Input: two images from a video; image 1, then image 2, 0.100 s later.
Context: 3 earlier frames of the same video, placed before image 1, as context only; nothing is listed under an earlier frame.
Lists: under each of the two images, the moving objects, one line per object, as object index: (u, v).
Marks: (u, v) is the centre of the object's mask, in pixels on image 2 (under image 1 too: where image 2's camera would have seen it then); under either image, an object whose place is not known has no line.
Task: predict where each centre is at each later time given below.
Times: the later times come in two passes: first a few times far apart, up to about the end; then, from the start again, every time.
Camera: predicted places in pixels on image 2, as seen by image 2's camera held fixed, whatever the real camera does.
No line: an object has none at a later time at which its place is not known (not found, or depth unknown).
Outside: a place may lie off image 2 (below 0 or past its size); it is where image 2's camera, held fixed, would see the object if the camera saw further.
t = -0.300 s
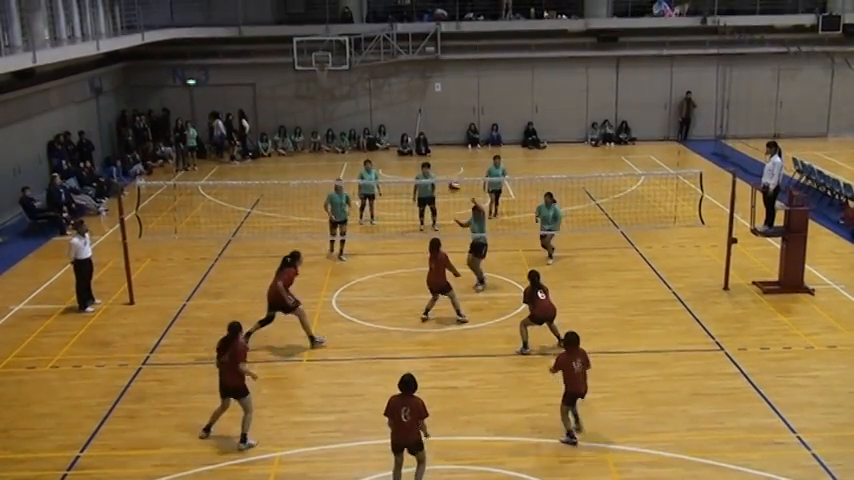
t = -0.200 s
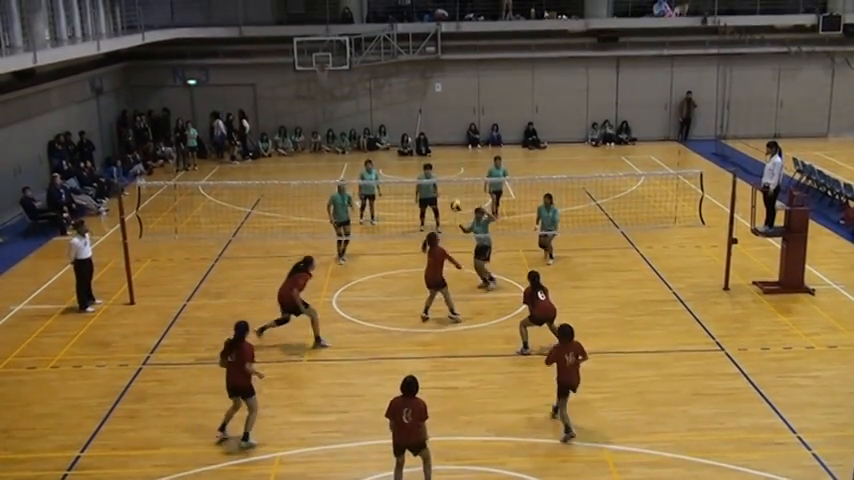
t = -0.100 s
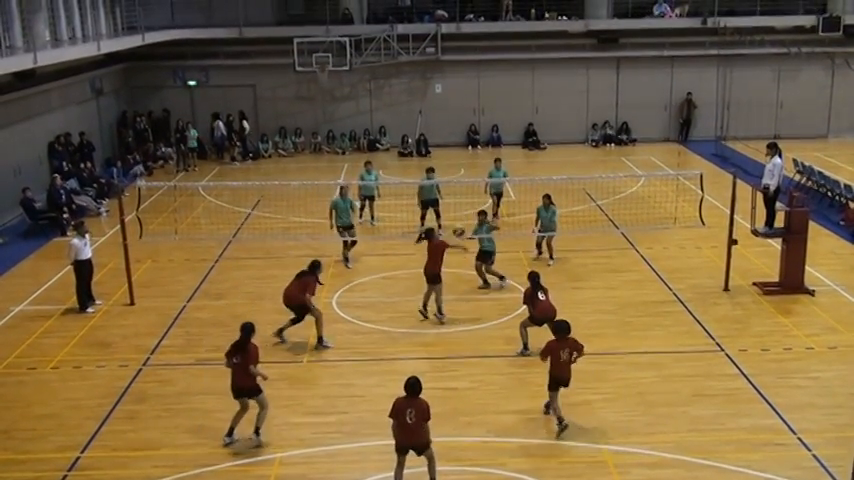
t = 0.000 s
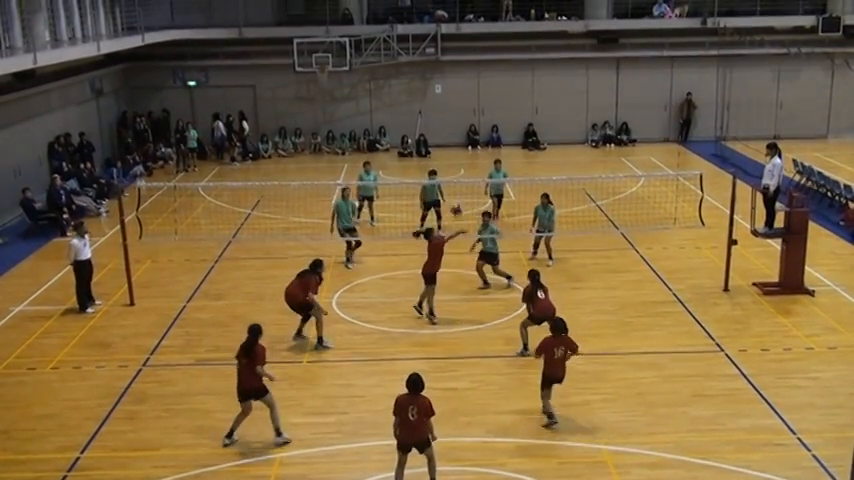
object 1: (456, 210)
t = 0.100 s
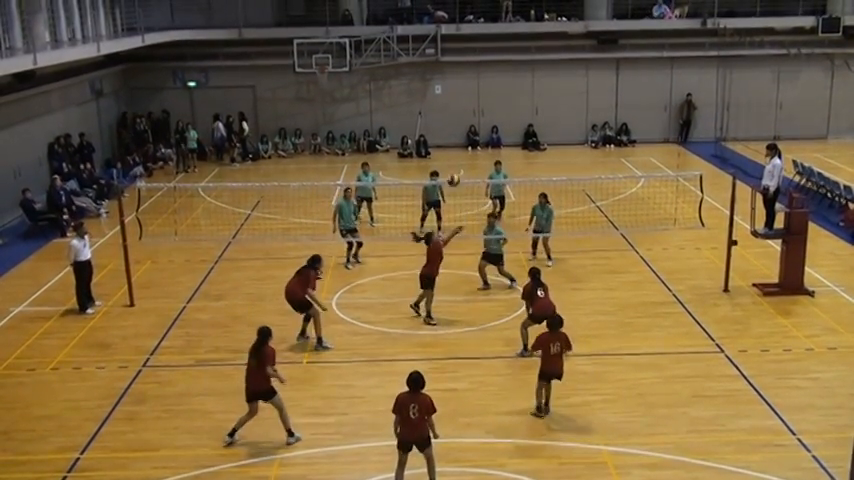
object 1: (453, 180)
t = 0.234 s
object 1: (450, 149)
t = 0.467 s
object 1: (445, 118)
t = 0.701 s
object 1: (438, 120)
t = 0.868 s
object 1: (436, 142)
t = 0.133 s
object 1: (452, 171)
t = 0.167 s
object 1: (451, 163)
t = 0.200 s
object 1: (450, 155)
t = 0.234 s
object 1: (450, 149)
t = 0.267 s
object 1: (449, 142)
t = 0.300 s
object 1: (449, 137)
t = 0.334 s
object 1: (448, 132)
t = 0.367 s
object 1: (447, 128)
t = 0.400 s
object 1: (445, 124)
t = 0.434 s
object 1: (446, 120)
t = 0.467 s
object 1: (445, 118)
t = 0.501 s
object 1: (444, 116)
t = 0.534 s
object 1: (443, 115)
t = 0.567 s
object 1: (442, 115)
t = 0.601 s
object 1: (440, 115)
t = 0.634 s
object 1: (439, 117)
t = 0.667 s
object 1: (439, 118)
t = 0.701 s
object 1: (438, 120)
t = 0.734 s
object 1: (438, 123)
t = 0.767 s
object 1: (437, 127)
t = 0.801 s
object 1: (437, 131)
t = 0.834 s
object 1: (436, 136)
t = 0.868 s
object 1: (436, 142)
